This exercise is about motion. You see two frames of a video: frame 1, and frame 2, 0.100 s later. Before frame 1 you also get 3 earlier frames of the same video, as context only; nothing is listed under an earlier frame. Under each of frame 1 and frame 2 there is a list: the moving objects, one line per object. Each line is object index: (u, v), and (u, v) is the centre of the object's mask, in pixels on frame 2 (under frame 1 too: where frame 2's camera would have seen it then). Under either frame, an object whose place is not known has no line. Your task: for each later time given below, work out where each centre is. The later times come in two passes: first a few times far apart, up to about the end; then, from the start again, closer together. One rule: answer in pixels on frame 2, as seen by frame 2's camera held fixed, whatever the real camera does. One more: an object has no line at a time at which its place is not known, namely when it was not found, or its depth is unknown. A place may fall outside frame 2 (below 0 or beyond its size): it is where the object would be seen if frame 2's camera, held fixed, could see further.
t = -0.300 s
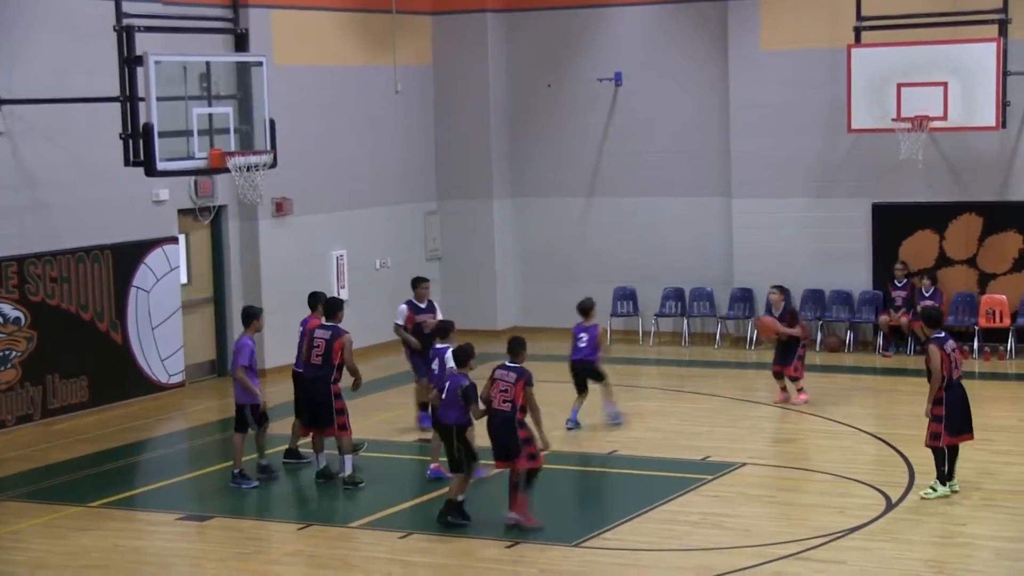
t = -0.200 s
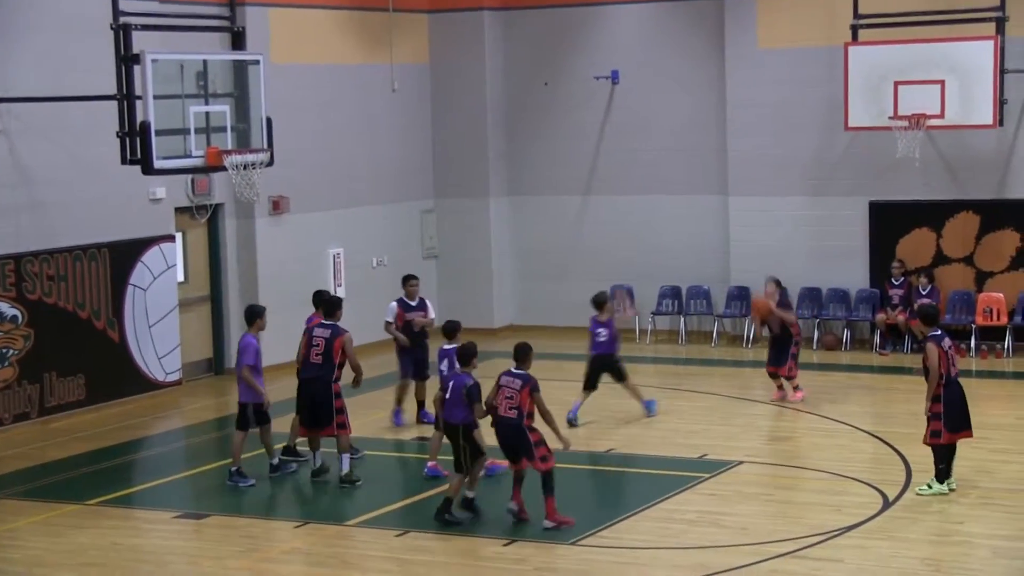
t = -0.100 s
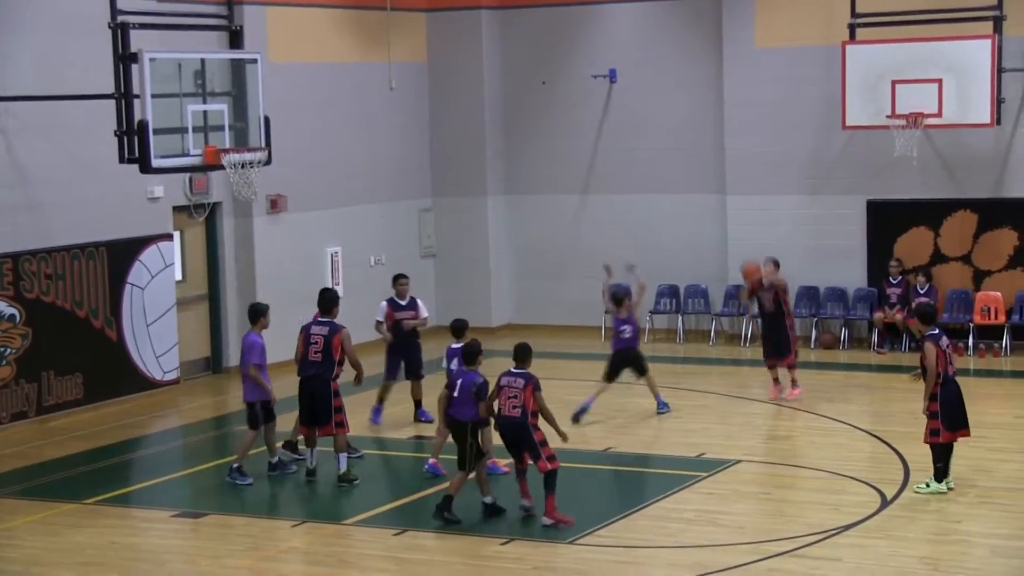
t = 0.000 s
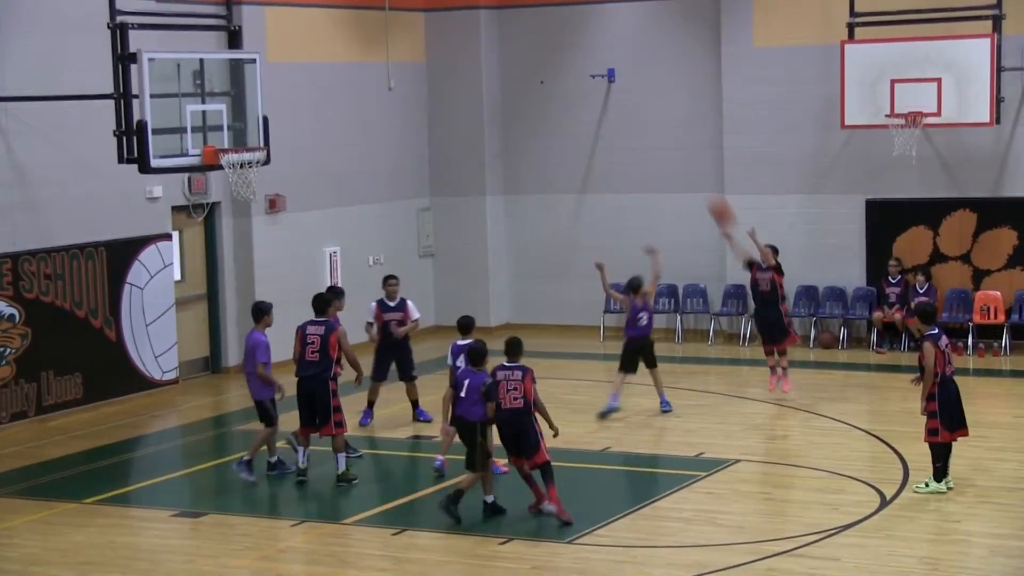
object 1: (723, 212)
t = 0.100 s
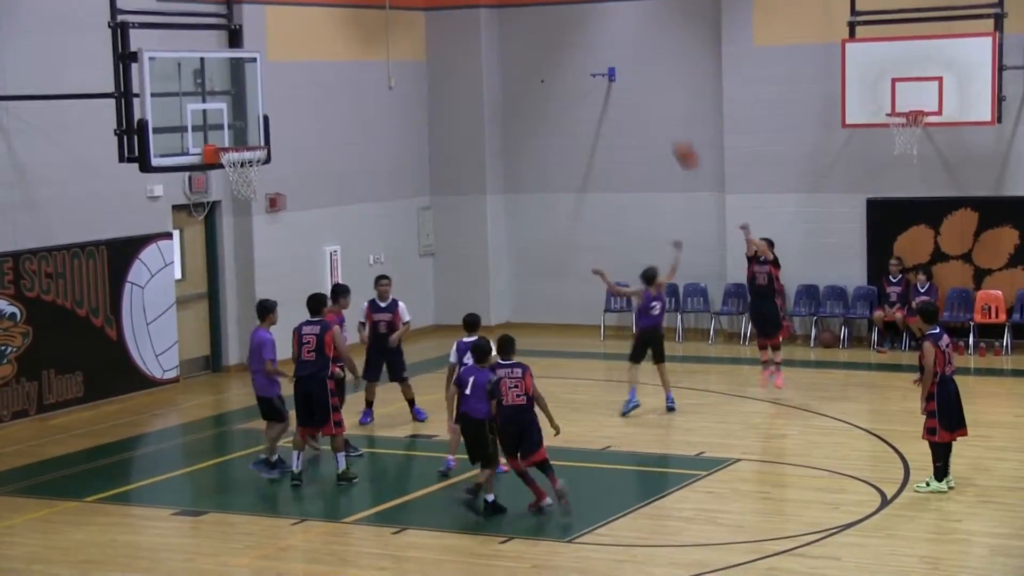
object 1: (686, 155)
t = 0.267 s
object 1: (624, 79)
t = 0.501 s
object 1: (537, 12)
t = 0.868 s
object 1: (396, 12)
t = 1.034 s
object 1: (331, 51)
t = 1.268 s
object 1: (241, 151)
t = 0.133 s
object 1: (674, 138)
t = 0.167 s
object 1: (661, 122)
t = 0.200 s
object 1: (648, 107)
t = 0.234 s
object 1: (636, 92)
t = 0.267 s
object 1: (624, 79)
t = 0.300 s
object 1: (611, 66)
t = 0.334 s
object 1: (599, 54)
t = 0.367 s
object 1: (587, 44)
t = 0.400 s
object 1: (574, 32)
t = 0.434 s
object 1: (562, 25)
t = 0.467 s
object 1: (549, 16)
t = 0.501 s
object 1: (537, 12)
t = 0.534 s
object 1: (525, 9)
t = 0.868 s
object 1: (396, 12)
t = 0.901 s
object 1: (383, 14)
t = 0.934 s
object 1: (372, 19)
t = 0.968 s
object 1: (357, 29)
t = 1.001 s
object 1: (345, 38)
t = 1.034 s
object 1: (331, 51)
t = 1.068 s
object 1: (318, 62)
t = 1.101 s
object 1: (305, 75)
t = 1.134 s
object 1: (292, 90)
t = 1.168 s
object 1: (279, 105)
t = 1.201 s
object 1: (268, 121)
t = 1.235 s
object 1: (253, 139)
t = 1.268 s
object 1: (241, 151)
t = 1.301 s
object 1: (227, 163)
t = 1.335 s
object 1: (222, 166)
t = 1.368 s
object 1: (220, 165)
